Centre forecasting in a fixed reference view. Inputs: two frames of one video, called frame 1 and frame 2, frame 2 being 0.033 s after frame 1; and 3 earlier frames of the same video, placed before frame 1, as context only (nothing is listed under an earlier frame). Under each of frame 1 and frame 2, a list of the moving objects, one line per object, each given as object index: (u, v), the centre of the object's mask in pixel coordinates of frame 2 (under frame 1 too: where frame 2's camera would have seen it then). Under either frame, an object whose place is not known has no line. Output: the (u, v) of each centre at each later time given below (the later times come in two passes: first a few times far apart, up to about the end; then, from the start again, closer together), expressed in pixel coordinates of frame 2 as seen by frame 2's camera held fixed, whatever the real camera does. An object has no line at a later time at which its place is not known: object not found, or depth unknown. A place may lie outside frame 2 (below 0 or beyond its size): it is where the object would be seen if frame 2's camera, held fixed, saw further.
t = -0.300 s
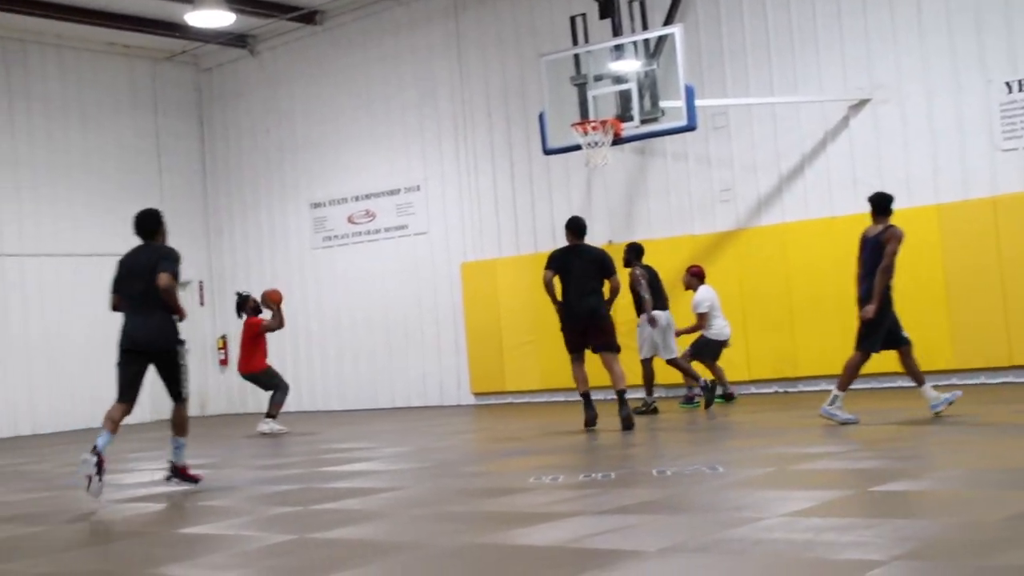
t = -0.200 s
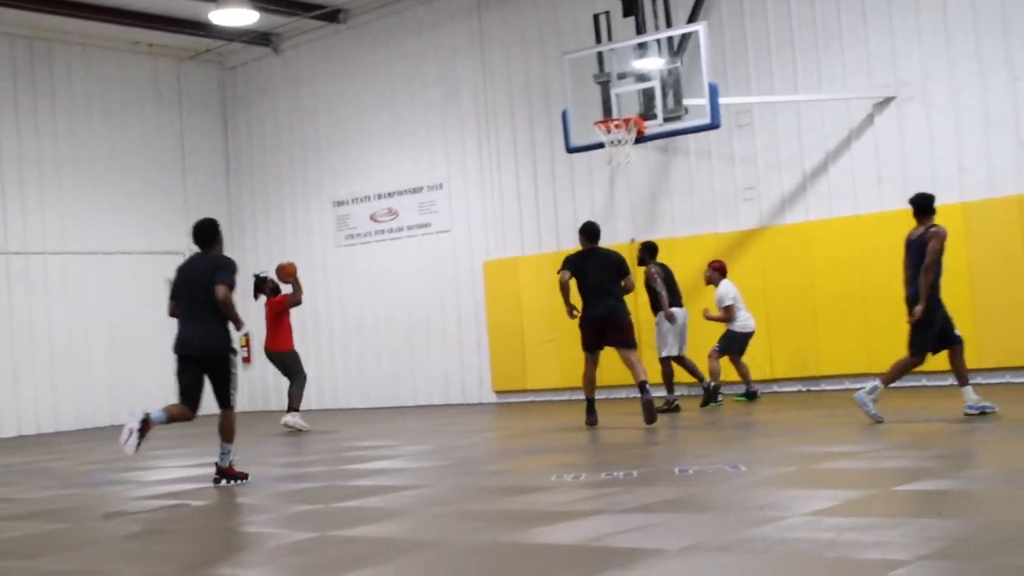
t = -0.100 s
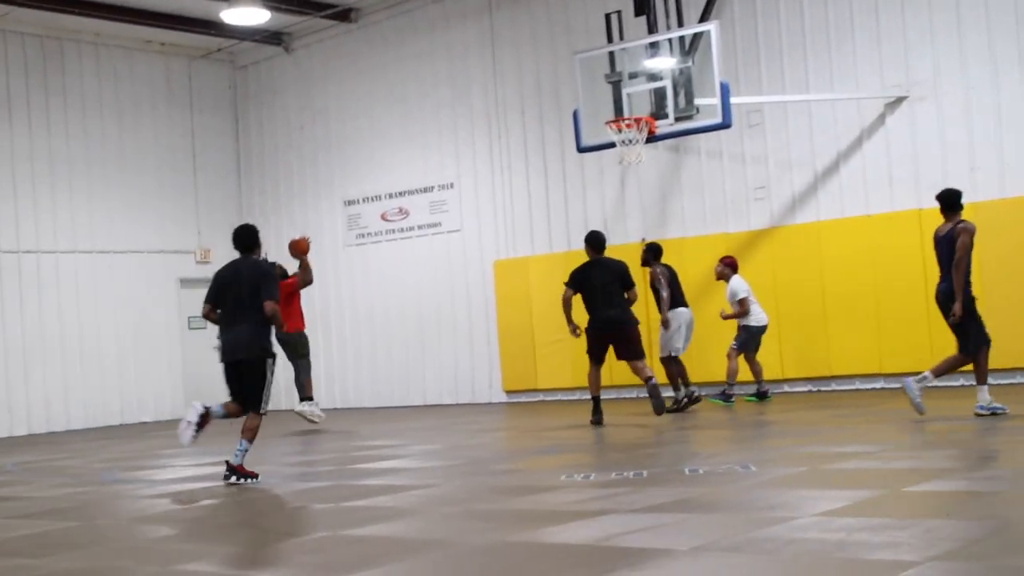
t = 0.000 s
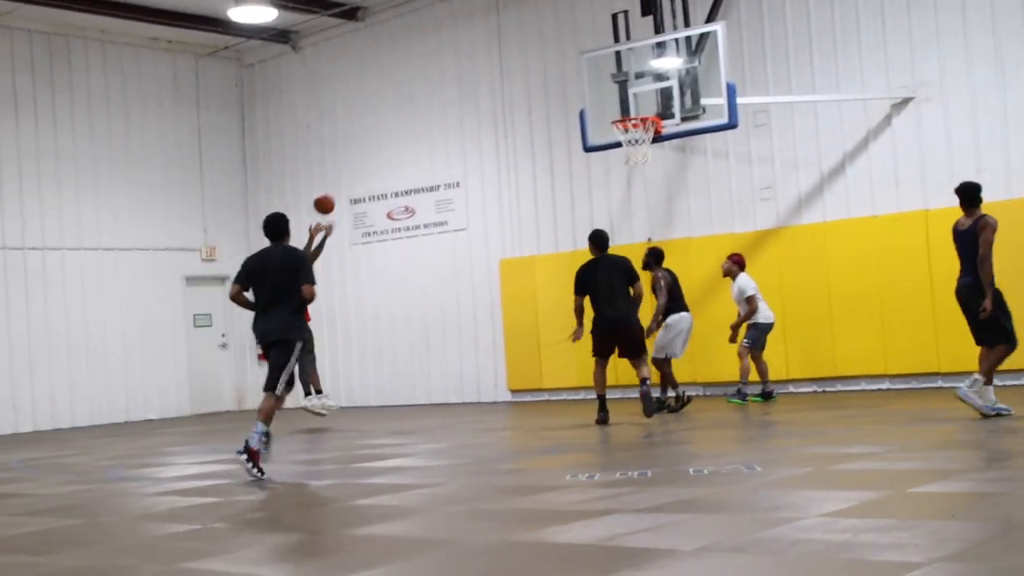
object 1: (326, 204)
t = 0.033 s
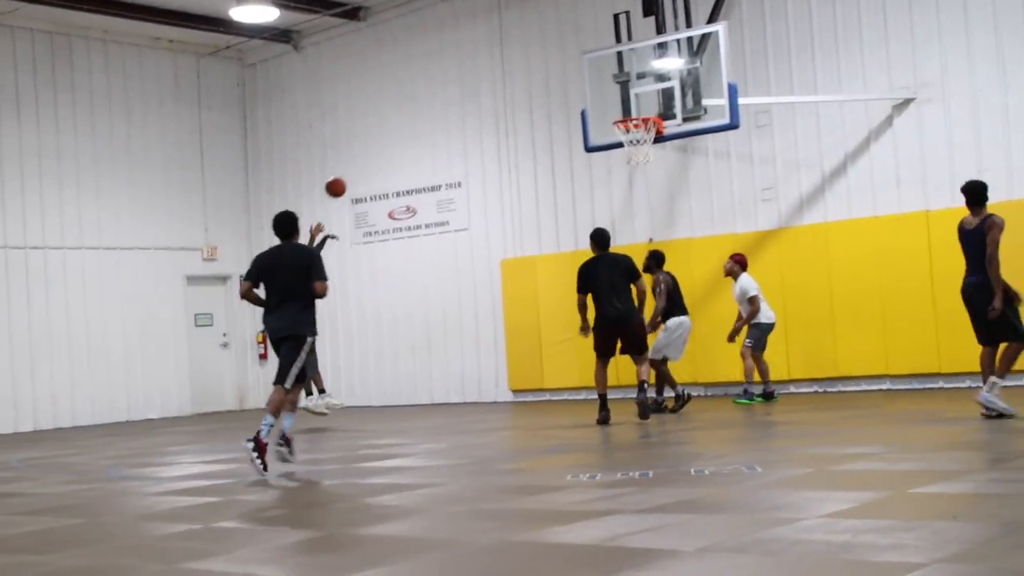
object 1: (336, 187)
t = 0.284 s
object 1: (413, 92)
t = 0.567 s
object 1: (506, 48)
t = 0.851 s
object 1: (603, 75)
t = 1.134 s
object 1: (610, 83)
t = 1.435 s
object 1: (526, 83)
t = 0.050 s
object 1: (340, 179)
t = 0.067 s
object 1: (346, 171)
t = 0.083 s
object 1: (351, 164)
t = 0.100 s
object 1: (356, 157)
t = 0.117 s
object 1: (361, 149)
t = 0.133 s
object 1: (366, 142)
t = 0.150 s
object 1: (371, 136)
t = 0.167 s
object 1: (377, 129)
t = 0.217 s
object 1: (392, 112)
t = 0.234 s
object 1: (397, 107)
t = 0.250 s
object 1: (402, 102)
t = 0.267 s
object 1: (408, 96)
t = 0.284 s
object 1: (413, 92)
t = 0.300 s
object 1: (418, 87)
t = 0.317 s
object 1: (424, 83)
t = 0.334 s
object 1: (429, 79)
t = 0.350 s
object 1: (435, 75)
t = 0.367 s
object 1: (440, 71)
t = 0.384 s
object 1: (445, 68)
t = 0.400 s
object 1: (451, 65)
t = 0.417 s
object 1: (456, 62)
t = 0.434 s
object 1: (462, 60)
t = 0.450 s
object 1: (467, 58)
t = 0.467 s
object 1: (472, 55)
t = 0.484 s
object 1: (478, 53)
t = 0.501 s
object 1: (483, 52)
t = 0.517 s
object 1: (489, 51)
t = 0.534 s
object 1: (494, 50)
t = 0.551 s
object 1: (500, 49)
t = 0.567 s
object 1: (506, 48)
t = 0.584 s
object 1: (511, 48)
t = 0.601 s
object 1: (517, 47)
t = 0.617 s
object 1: (522, 47)
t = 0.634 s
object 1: (528, 48)
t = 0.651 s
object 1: (534, 49)
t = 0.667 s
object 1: (539, 49)
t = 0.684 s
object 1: (545, 50)
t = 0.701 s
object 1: (551, 52)
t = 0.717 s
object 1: (556, 54)
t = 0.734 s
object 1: (562, 55)
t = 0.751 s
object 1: (568, 57)
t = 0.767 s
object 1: (574, 60)
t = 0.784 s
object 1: (580, 63)
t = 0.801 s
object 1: (585, 65)
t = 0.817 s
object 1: (591, 68)
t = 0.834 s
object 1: (597, 72)
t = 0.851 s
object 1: (603, 75)
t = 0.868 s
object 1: (610, 79)
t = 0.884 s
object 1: (615, 83)
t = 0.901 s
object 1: (621, 87)
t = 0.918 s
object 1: (627, 92)
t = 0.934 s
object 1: (634, 97)
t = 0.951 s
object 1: (640, 102)
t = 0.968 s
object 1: (646, 107)
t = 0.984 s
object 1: (651, 110)
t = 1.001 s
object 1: (647, 108)
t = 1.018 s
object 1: (643, 105)
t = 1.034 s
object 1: (639, 102)
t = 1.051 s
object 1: (634, 98)
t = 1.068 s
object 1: (629, 94)
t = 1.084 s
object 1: (624, 91)
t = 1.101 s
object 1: (619, 88)
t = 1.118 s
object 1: (615, 86)
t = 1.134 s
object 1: (610, 83)
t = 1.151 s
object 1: (605, 81)
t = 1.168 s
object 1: (601, 79)
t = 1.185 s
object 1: (596, 77)
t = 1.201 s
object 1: (592, 76)
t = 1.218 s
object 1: (587, 74)
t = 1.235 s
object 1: (582, 74)
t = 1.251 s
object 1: (577, 73)
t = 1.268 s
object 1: (573, 72)
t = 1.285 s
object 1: (568, 72)
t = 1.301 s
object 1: (564, 72)
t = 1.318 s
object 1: (559, 73)
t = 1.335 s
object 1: (554, 73)
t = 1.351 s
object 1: (549, 74)
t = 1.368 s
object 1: (545, 76)
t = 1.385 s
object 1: (540, 77)
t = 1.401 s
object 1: (535, 79)
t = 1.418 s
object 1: (531, 81)
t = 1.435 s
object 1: (526, 83)
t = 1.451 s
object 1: (522, 86)
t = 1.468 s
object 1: (517, 89)
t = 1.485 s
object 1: (512, 92)
